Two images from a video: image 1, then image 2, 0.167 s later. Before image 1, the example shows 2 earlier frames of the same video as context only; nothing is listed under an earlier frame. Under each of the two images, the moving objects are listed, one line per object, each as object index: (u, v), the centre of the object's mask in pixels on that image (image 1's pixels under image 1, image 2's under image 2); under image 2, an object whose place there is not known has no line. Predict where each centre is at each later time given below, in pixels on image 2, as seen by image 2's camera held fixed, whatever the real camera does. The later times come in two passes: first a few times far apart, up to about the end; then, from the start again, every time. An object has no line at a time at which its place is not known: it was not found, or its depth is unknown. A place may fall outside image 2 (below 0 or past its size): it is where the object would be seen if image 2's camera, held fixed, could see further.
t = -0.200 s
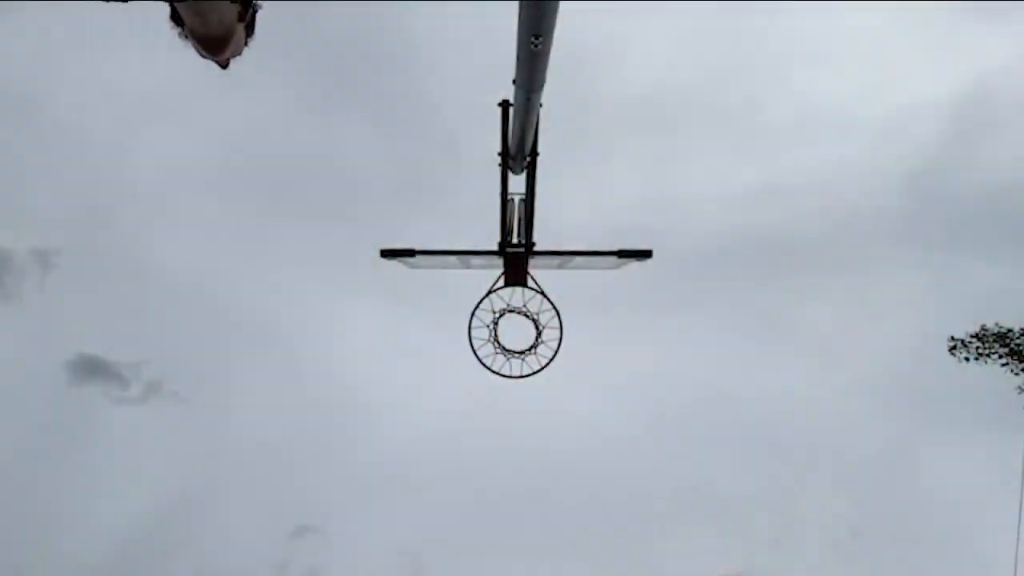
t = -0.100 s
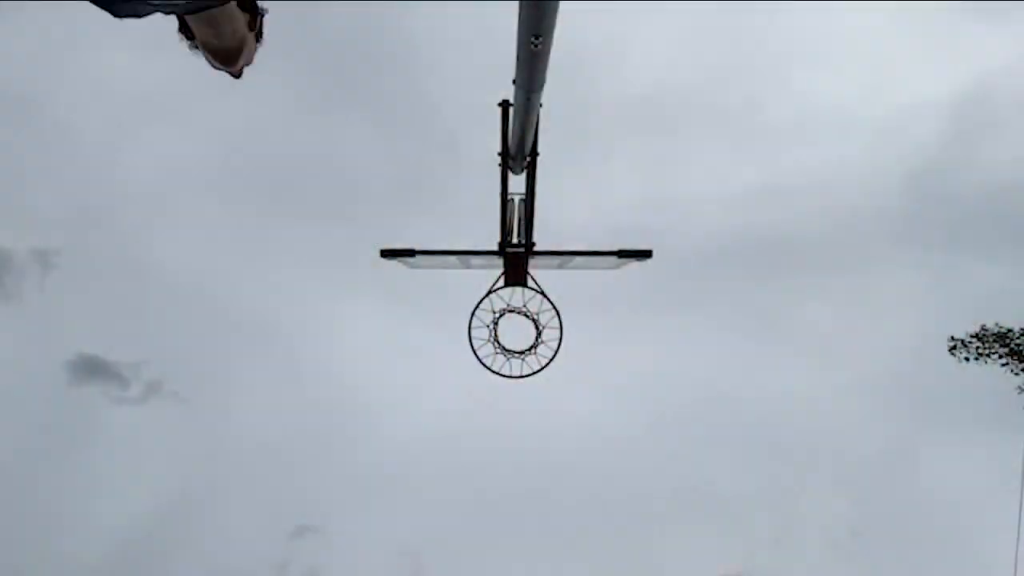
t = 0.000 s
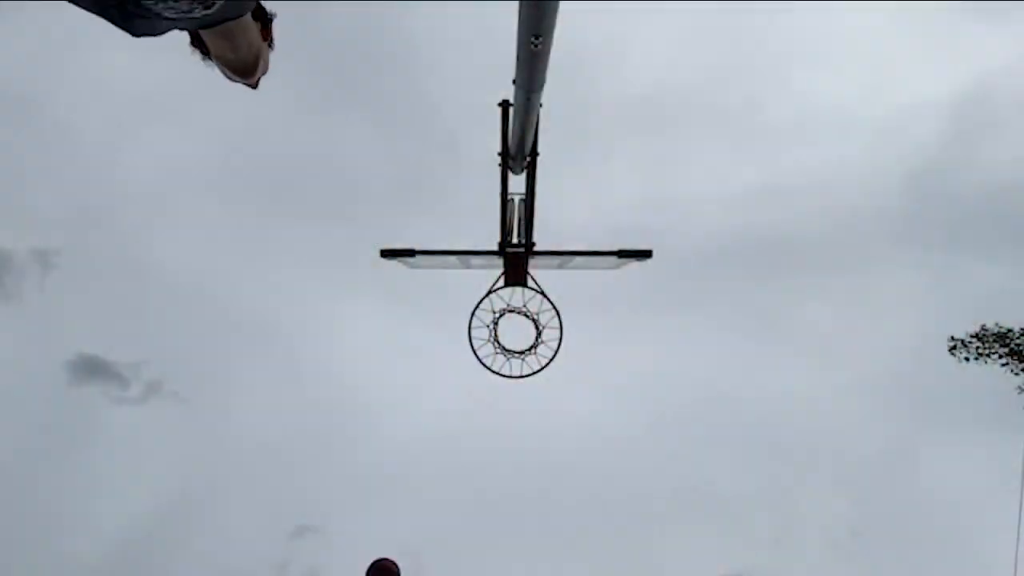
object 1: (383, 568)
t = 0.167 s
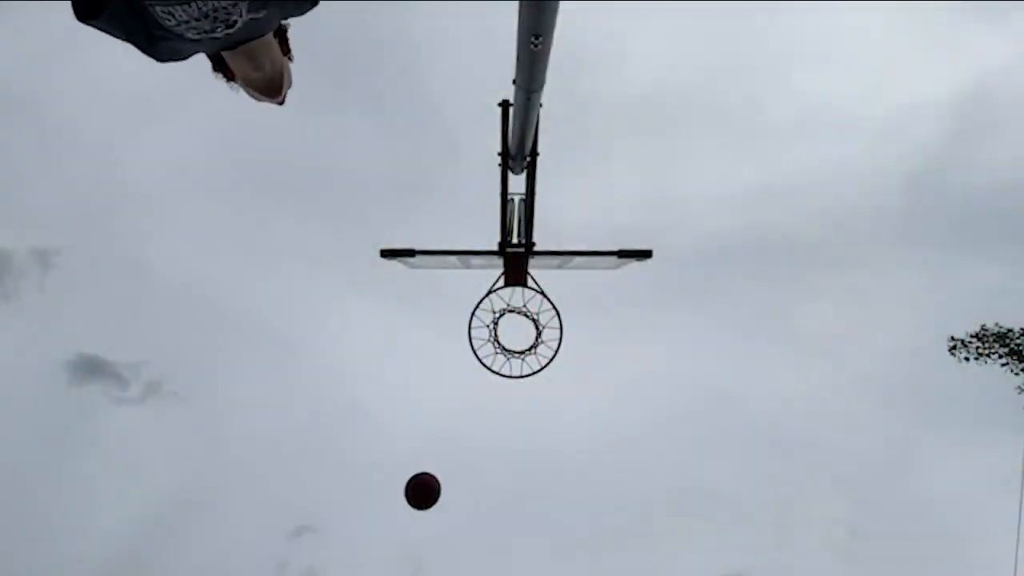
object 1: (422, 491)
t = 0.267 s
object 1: (444, 443)
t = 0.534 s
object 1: (518, 304)
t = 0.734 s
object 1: (539, 339)
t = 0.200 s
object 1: (430, 475)
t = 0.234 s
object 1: (437, 460)
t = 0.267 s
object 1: (444, 443)
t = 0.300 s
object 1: (451, 429)
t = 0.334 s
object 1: (459, 412)
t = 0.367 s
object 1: (466, 395)
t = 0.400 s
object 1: (473, 379)
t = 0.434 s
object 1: (481, 362)
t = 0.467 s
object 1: (490, 343)
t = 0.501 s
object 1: (504, 321)
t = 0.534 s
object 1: (518, 304)
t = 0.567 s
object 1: (525, 305)
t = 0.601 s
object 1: (531, 312)
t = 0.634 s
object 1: (536, 318)
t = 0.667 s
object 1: (538, 324)
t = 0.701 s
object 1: (538, 331)
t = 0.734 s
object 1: (539, 339)
